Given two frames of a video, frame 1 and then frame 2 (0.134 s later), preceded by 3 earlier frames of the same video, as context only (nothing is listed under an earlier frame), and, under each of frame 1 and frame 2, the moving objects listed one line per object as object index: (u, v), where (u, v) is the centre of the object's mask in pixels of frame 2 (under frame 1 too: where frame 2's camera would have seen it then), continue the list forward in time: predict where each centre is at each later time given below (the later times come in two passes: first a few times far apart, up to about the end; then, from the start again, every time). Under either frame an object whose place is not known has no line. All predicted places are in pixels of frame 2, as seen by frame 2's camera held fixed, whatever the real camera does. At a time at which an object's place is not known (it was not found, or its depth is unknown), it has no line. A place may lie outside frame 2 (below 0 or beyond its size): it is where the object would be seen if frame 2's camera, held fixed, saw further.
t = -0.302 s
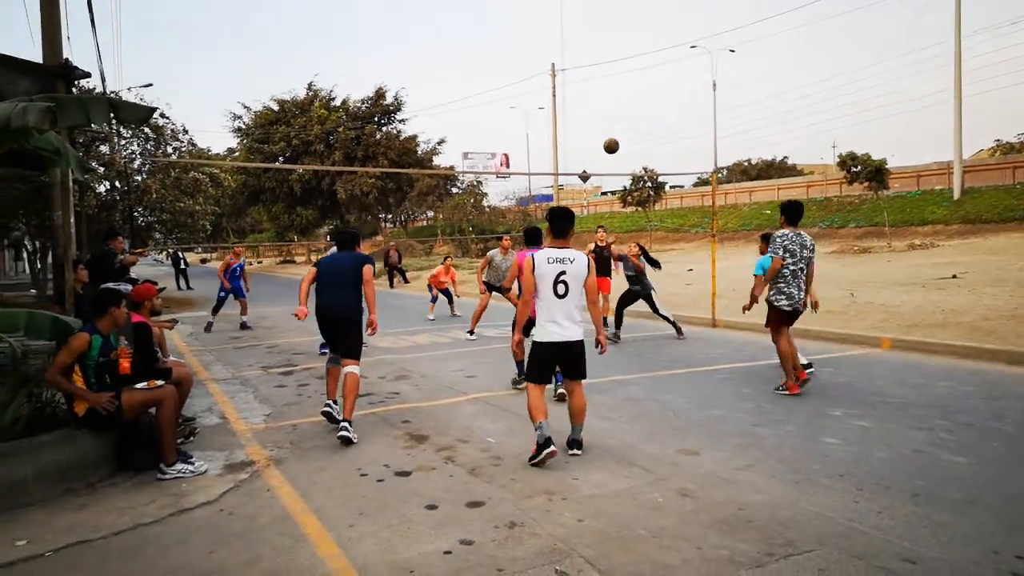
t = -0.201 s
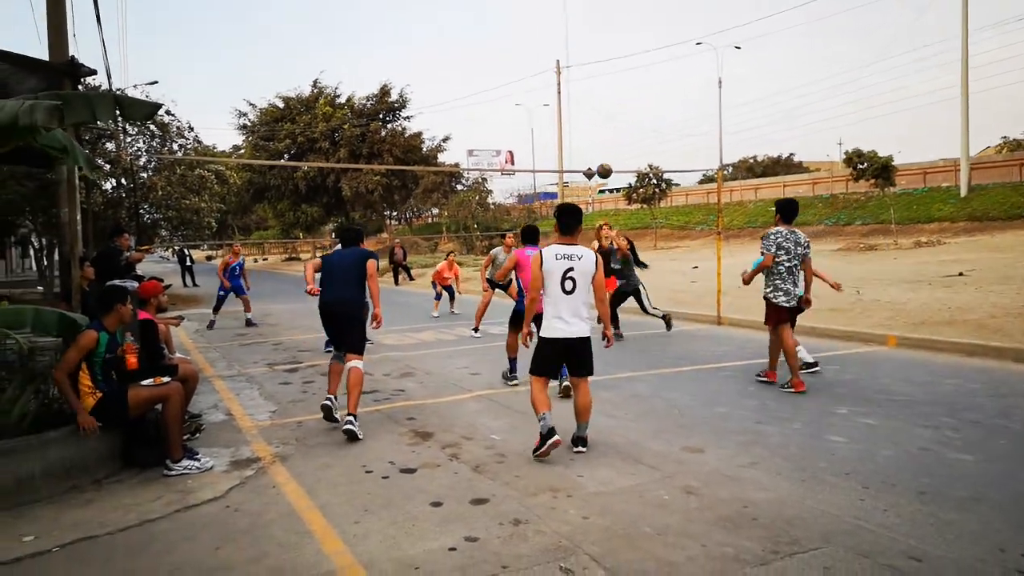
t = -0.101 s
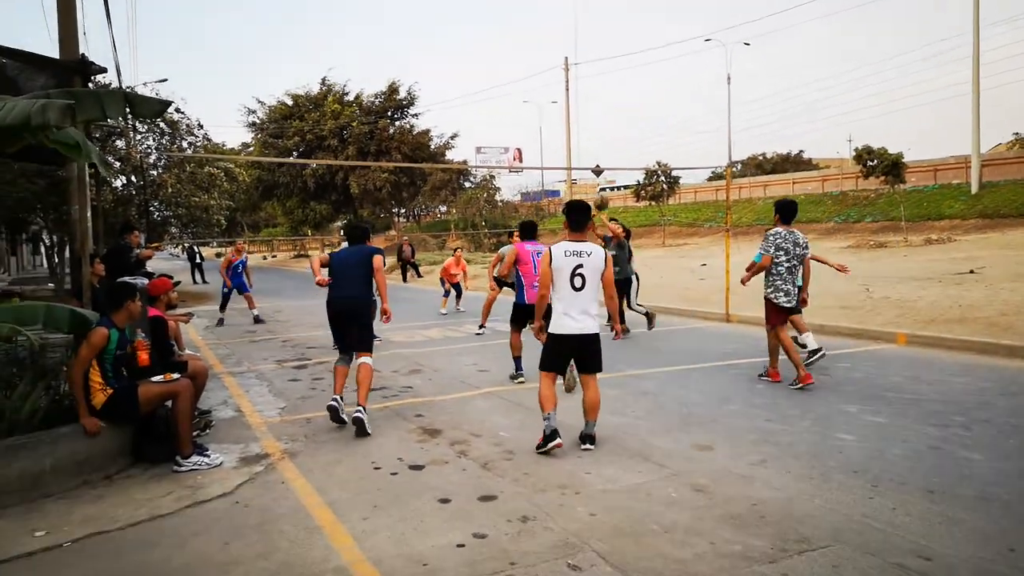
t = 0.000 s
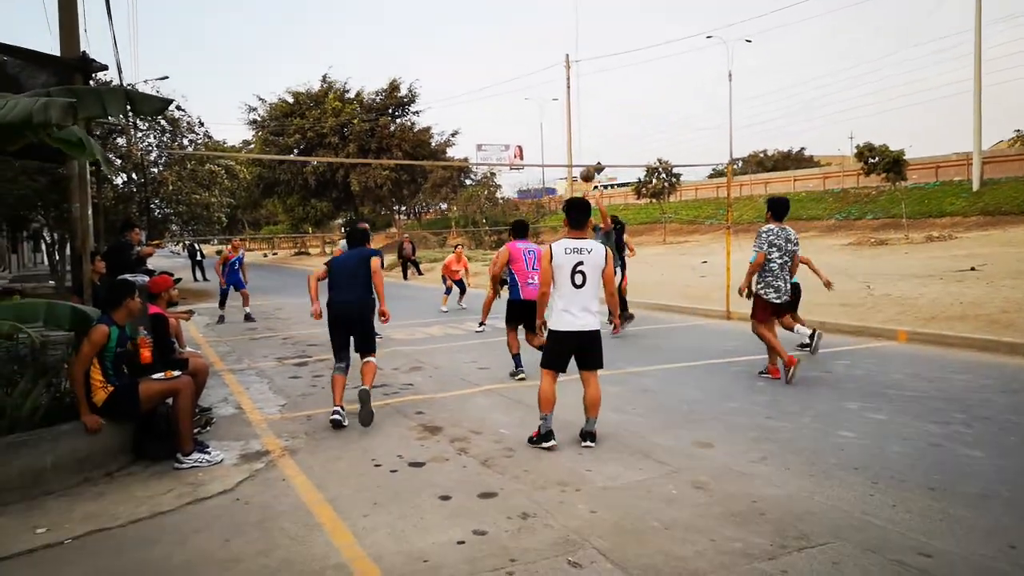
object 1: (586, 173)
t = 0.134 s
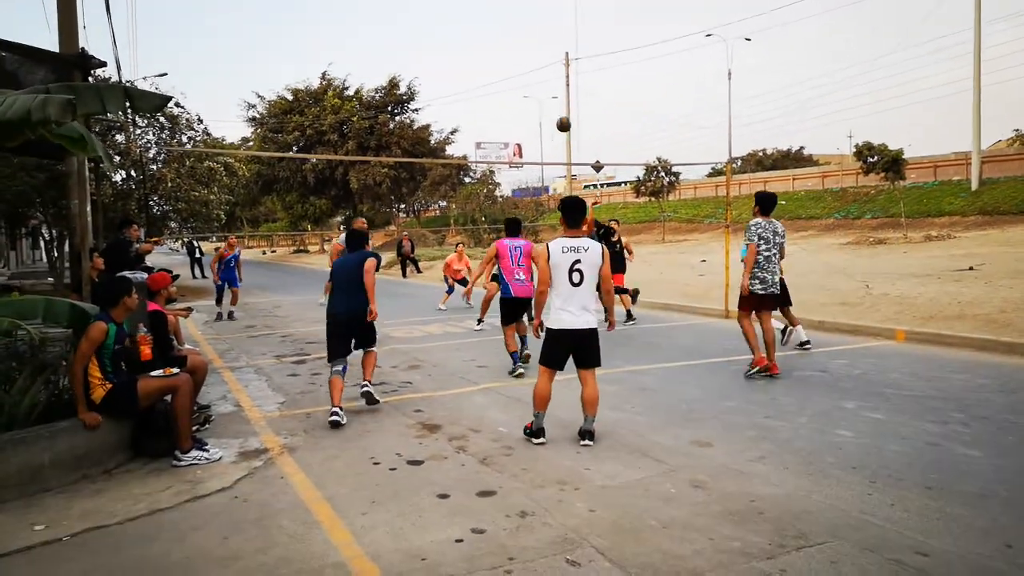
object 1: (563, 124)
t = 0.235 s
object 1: (546, 96)
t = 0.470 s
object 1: (504, 60)
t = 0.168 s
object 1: (558, 114)
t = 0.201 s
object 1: (552, 104)
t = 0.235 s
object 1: (546, 96)
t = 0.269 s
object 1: (540, 88)
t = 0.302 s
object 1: (534, 81)
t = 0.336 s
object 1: (528, 75)
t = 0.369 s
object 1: (522, 70)
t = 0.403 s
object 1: (516, 66)
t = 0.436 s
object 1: (510, 63)
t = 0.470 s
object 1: (504, 60)
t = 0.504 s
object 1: (498, 59)
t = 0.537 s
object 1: (492, 58)
